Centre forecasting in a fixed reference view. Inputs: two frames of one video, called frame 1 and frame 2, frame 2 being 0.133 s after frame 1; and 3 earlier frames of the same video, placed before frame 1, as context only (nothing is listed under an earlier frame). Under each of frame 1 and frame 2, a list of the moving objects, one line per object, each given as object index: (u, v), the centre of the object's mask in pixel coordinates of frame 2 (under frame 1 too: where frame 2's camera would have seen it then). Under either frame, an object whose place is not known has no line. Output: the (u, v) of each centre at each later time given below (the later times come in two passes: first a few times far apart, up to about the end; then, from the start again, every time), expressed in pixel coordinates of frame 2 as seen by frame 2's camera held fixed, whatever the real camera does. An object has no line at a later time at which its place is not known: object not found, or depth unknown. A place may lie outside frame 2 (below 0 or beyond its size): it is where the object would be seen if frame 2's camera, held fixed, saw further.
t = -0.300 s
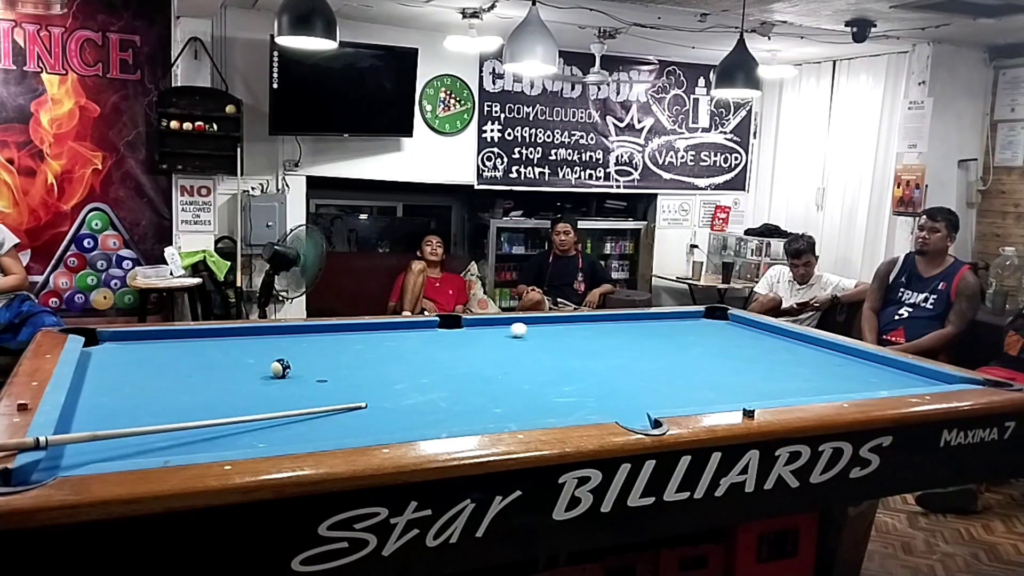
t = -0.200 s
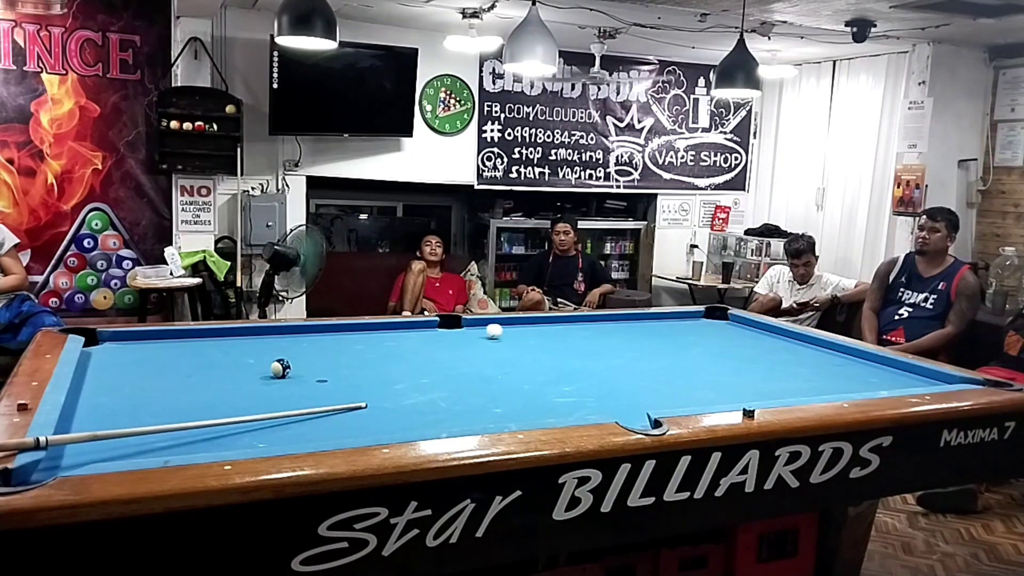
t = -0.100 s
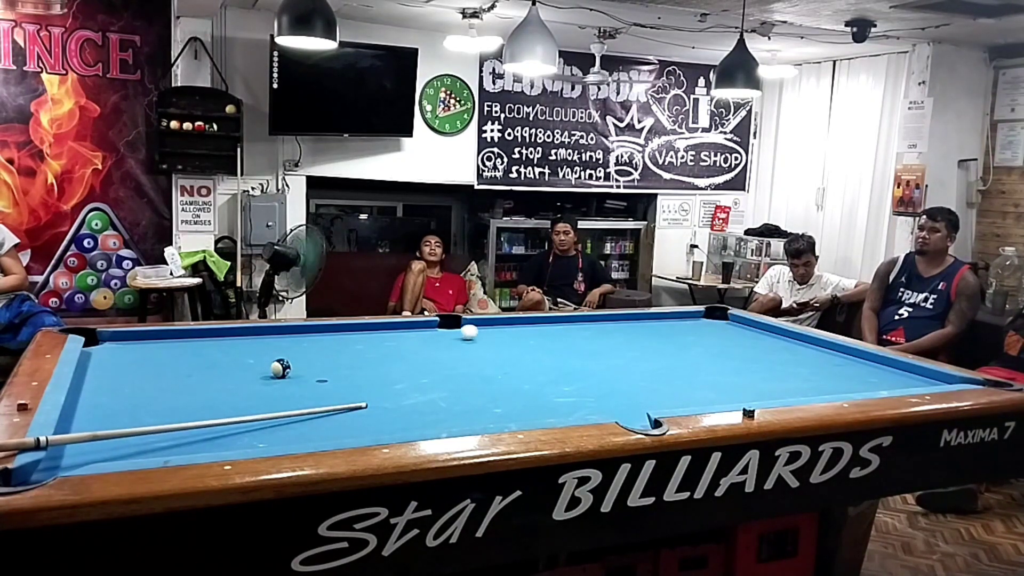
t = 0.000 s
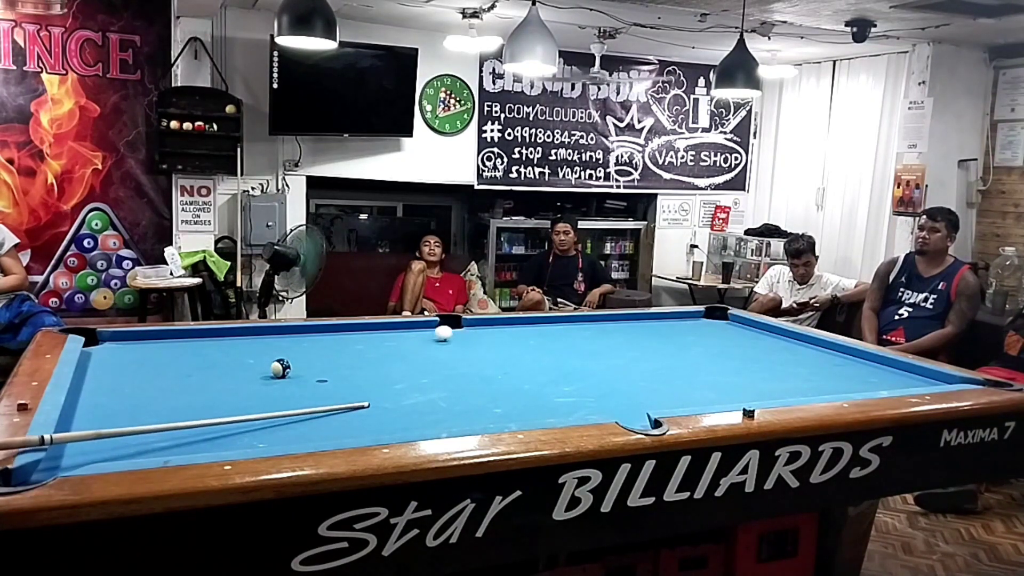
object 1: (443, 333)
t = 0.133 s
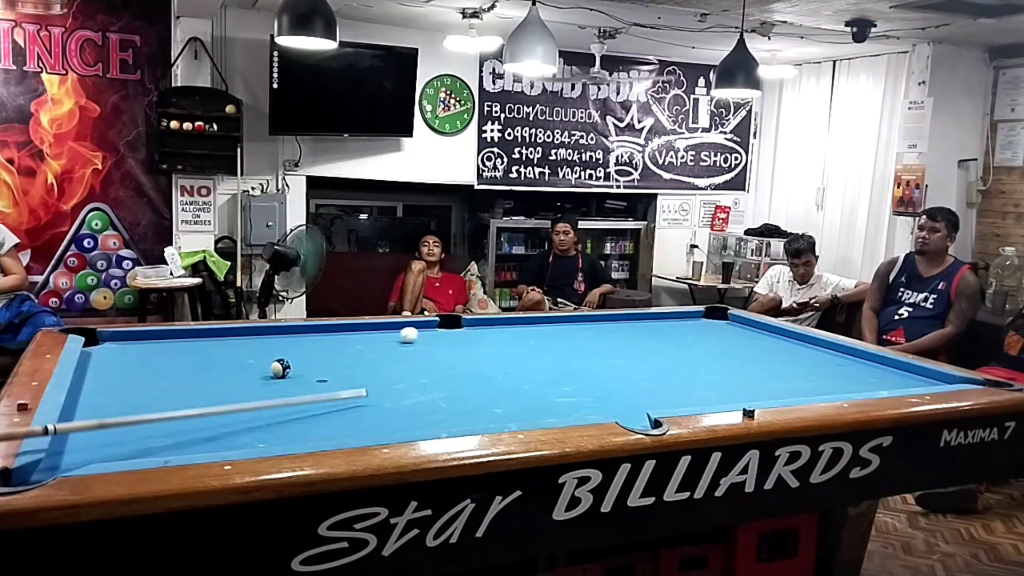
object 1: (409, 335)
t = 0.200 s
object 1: (391, 336)
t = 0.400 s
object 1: (337, 338)
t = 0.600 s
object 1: (280, 341)
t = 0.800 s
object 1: (220, 344)
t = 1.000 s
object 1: (159, 346)
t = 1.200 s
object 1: (97, 349)
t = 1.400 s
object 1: (122, 348)
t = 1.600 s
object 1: (155, 347)
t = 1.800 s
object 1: (186, 345)
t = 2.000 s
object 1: (214, 344)
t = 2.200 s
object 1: (241, 343)
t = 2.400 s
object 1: (266, 341)
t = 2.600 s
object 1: (290, 341)
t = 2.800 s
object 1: (312, 339)
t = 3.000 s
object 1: (333, 339)
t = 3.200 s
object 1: (352, 337)
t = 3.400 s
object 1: (370, 337)
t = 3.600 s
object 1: (387, 336)
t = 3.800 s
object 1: (402, 335)
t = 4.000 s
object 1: (417, 335)
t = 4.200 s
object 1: (430, 334)
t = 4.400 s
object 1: (442, 334)
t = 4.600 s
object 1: (453, 333)
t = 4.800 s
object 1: (464, 332)
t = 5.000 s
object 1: (473, 332)
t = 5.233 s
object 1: (484, 332)
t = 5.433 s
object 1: (492, 331)
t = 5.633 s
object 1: (500, 331)
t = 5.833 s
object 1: (506, 330)
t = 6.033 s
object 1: (511, 330)
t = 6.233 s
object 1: (515, 330)
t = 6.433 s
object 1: (519, 330)
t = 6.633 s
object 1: (521, 330)
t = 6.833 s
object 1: (523, 329)
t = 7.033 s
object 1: (525, 329)
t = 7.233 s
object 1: (525, 329)
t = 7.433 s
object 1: (525, 329)
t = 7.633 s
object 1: (524, 329)
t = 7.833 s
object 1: (524, 329)
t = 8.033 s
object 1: (524, 329)
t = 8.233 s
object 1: (525, 329)
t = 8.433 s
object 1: (524, 329)
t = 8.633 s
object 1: (525, 329)
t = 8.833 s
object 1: (525, 329)
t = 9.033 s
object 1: (525, 329)
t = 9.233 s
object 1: (525, 329)
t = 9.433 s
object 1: (524, 329)
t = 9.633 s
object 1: (524, 329)
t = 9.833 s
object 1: (524, 329)
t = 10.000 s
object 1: (525, 329)
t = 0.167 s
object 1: (400, 335)
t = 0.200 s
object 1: (391, 336)
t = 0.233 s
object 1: (382, 336)
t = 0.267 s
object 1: (373, 337)
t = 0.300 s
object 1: (364, 337)
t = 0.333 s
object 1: (355, 337)
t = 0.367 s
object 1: (346, 338)
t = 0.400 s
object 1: (337, 338)
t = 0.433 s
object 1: (328, 339)
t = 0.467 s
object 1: (318, 339)
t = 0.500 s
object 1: (308, 340)
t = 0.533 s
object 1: (299, 340)
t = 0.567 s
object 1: (289, 341)
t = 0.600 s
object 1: (280, 341)
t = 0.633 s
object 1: (270, 341)
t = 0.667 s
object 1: (260, 342)
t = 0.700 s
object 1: (250, 342)
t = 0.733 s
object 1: (240, 343)
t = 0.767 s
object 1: (230, 343)
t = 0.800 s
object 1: (220, 344)
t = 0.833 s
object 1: (210, 344)
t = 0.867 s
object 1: (200, 344)
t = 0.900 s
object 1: (190, 345)
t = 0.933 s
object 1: (180, 345)
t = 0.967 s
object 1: (170, 346)
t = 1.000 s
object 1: (159, 346)
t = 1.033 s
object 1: (149, 347)
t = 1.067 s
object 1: (138, 347)
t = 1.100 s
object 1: (128, 347)
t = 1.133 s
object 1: (118, 348)
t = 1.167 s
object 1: (107, 348)
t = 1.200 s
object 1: (97, 349)
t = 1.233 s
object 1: (94, 349)
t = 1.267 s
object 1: (100, 349)
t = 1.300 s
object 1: (106, 348)
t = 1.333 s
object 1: (111, 348)
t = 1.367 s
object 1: (117, 348)
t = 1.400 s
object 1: (122, 348)
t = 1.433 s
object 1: (128, 348)
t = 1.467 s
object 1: (133, 347)
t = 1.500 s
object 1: (139, 347)
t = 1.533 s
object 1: (144, 347)
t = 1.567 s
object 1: (150, 347)
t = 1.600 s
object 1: (155, 347)
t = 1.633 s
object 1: (160, 347)
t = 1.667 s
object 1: (165, 346)
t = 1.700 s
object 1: (170, 346)
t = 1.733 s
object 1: (175, 346)
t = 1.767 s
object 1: (181, 345)
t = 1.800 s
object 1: (186, 345)
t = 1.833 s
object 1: (191, 345)
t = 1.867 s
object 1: (195, 345)
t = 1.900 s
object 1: (200, 345)
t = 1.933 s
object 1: (205, 345)
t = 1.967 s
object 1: (210, 344)
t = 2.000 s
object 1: (214, 344)
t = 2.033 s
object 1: (219, 344)
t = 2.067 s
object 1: (223, 344)
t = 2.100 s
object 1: (227, 344)
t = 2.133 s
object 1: (232, 343)
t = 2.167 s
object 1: (237, 343)
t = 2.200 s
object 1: (241, 343)
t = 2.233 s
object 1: (245, 343)
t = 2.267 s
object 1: (249, 342)
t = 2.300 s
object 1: (254, 342)
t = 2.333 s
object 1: (258, 342)
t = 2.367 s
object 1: (262, 342)
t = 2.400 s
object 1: (266, 341)
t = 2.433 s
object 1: (270, 341)
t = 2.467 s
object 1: (274, 341)
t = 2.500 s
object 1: (278, 341)
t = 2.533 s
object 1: (282, 341)
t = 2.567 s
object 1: (286, 341)
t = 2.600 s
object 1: (290, 341)
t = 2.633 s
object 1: (294, 340)
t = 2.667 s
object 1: (298, 340)
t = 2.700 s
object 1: (301, 340)
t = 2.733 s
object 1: (305, 340)
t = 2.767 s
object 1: (309, 340)
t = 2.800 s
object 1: (312, 339)
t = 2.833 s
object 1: (316, 339)
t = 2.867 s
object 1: (319, 339)
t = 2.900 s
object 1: (323, 339)
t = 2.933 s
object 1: (326, 339)
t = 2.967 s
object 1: (330, 339)
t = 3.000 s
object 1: (333, 339)
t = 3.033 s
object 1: (336, 338)
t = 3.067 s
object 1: (340, 338)
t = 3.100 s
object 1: (343, 338)
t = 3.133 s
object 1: (346, 338)
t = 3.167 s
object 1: (349, 338)
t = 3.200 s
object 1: (352, 337)
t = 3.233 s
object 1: (355, 337)
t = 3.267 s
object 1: (358, 337)
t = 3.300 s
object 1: (361, 337)
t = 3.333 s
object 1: (364, 337)
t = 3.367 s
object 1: (367, 337)
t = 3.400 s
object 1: (370, 337)
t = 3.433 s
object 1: (373, 336)
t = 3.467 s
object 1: (376, 336)
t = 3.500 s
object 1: (379, 336)
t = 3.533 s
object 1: (382, 336)
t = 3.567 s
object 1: (384, 336)
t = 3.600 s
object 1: (387, 336)
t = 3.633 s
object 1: (390, 336)
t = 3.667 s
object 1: (392, 336)
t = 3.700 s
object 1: (395, 336)
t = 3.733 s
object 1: (397, 336)
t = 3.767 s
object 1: (400, 336)
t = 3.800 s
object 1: (402, 335)
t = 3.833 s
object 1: (405, 335)
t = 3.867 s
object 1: (407, 335)
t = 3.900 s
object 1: (409, 335)
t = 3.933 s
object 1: (412, 335)
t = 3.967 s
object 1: (414, 335)
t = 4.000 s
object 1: (417, 335)
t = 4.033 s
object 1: (419, 335)
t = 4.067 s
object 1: (422, 334)
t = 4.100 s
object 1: (424, 334)
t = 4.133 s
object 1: (426, 334)
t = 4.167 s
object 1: (428, 334)
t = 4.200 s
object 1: (430, 334)
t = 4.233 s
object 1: (432, 334)
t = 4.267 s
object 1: (434, 334)
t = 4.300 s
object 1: (436, 334)
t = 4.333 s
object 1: (438, 334)
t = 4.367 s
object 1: (440, 334)
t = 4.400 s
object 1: (442, 334)
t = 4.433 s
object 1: (444, 333)
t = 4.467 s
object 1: (446, 333)
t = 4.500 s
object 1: (448, 333)
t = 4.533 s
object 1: (450, 333)
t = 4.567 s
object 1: (451, 333)
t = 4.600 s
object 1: (453, 333)
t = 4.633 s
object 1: (455, 333)
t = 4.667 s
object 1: (456, 333)
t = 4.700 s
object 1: (458, 333)
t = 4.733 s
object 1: (460, 333)
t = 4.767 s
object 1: (462, 333)
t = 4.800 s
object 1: (464, 332)
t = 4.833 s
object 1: (465, 332)
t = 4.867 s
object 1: (467, 332)
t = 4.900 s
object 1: (469, 332)
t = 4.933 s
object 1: (470, 332)
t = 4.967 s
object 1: (472, 332)
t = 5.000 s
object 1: (473, 332)
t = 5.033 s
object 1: (475, 332)
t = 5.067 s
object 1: (476, 332)
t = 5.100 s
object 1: (478, 332)
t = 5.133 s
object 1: (479, 332)
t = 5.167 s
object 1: (481, 332)
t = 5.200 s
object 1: (482, 331)
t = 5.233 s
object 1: (484, 332)
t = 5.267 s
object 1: (485, 331)
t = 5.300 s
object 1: (486, 331)
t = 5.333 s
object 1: (488, 331)
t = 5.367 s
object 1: (489, 331)
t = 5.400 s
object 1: (490, 331)
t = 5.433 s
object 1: (492, 331)
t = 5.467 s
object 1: (493, 331)
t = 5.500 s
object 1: (495, 331)
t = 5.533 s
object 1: (496, 331)
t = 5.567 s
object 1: (497, 331)
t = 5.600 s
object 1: (499, 331)
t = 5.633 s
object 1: (500, 331)
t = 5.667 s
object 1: (501, 331)
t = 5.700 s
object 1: (502, 330)
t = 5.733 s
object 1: (503, 330)
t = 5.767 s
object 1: (504, 330)
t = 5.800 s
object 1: (505, 330)
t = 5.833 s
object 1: (506, 330)
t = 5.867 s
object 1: (507, 330)
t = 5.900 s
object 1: (507, 330)
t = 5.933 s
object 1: (508, 330)
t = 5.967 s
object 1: (509, 330)
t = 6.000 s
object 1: (510, 330)
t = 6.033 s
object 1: (511, 330)
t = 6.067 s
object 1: (512, 330)
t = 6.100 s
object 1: (512, 329)
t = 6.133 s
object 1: (513, 330)
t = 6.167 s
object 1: (514, 330)
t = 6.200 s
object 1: (514, 330)
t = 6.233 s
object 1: (515, 330)
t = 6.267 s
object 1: (516, 330)
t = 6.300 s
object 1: (516, 330)
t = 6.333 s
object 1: (517, 329)
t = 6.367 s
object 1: (518, 330)
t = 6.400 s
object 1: (518, 330)
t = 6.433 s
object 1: (519, 330)
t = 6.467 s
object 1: (519, 329)
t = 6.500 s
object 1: (519, 329)
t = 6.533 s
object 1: (520, 329)
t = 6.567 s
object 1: (520, 329)
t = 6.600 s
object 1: (521, 329)
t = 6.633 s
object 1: (521, 330)
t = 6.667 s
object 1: (522, 329)
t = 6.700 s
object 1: (522, 329)
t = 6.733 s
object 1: (522, 329)
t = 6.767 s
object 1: (523, 329)
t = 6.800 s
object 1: (523, 329)
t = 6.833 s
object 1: (523, 329)
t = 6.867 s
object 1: (523, 329)
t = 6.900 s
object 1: (524, 329)
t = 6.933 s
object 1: (524, 329)
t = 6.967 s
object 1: (524, 329)
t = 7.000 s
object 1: (524, 329)
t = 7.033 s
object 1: (525, 329)
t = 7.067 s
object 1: (525, 329)
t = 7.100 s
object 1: (525, 329)
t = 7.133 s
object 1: (525, 329)
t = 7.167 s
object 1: (525, 329)
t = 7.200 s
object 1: (525, 329)
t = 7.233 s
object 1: (525, 329)
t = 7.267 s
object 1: (525, 329)
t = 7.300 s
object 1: (525, 329)
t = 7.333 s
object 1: (525, 329)
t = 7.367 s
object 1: (525, 329)
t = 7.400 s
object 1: (525, 329)
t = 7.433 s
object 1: (525, 329)
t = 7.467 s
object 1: (525, 329)
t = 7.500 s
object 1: (525, 329)
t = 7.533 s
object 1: (524, 329)
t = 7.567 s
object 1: (524, 329)
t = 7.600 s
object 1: (524, 329)
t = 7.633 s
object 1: (524, 329)
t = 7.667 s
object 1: (524, 329)
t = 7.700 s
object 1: (524, 329)
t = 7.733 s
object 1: (524, 329)
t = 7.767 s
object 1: (524, 329)
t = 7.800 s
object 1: (525, 329)
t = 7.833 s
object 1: (524, 329)
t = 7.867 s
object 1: (524, 329)
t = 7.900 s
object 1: (525, 329)
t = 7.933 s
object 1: (524, 329)
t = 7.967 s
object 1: (524, 329)
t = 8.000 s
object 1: (525, 329)
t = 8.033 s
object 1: (524, 329)
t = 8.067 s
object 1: (524, 329)
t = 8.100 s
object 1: (524, 329)
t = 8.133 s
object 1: (524, 329)
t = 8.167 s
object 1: (524, 329)
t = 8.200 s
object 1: (524, 329)
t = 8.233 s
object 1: (525, 329)
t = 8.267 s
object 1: (525, 329)
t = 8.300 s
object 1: (525, 329)
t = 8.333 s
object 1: (525, 329)
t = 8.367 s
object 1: (525, 329)
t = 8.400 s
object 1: (525, 329)
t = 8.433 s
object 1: (524, 329)
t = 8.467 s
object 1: (525, 329)
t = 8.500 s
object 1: (524, 329)
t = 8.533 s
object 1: (525, 329)
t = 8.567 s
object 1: (525, 329)
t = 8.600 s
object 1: (525, 329)
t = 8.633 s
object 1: (525, 329)
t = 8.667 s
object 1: (525, 329)
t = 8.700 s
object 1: (525, 329)
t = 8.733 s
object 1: (525, 329)
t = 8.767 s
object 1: (525, 329)
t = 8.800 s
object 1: (525, 329)
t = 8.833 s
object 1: (525, 329)
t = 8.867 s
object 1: (525, 329)
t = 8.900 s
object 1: (524, 329)
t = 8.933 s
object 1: (524, 329)
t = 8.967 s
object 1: (524, 329)
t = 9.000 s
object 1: (525, 329)
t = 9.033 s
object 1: (525, 329)
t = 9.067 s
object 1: (525, 329)
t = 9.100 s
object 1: (525, 329)
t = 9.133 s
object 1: (524, 329)
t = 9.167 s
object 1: (524, 329)
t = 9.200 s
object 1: (524, 329)
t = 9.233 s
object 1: (525, 329)
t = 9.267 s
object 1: (524, 329)
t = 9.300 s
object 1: (525, 329)
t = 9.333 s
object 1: (524, 329)
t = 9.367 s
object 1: (525, 329)
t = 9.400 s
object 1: (524, 329)
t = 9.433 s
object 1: (524, 329)
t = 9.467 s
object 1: (525, 329)
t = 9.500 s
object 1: (525, 329)
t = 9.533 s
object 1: (524, 329)
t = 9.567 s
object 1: (524, 329)
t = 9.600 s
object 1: (525, 329)
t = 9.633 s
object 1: (524, 329)
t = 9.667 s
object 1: (524, 329)
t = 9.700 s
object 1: (524, 329)
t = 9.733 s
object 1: (524, 329)
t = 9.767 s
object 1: (525, 329)
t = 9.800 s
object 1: (524, 329)
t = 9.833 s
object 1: (524, 329)
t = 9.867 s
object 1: (524, 329)
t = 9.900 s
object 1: (525, 329)
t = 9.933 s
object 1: (524, 329)
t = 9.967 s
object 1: (525, 329)
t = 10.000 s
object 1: (525, 329)
